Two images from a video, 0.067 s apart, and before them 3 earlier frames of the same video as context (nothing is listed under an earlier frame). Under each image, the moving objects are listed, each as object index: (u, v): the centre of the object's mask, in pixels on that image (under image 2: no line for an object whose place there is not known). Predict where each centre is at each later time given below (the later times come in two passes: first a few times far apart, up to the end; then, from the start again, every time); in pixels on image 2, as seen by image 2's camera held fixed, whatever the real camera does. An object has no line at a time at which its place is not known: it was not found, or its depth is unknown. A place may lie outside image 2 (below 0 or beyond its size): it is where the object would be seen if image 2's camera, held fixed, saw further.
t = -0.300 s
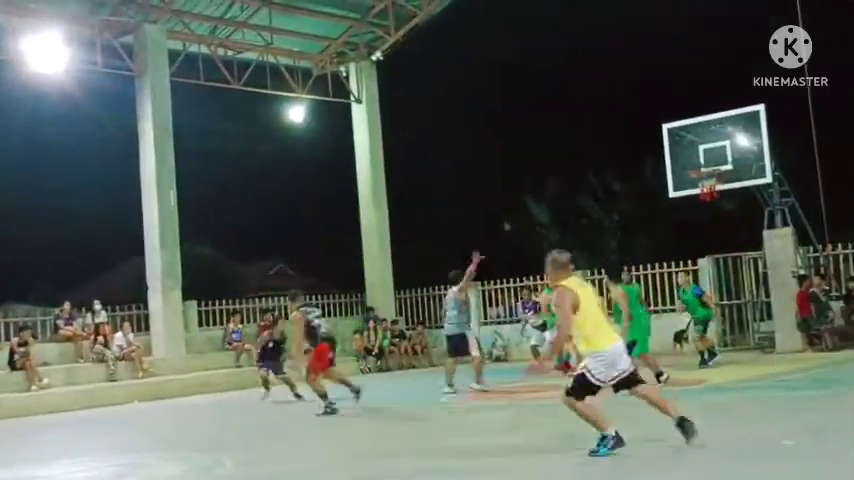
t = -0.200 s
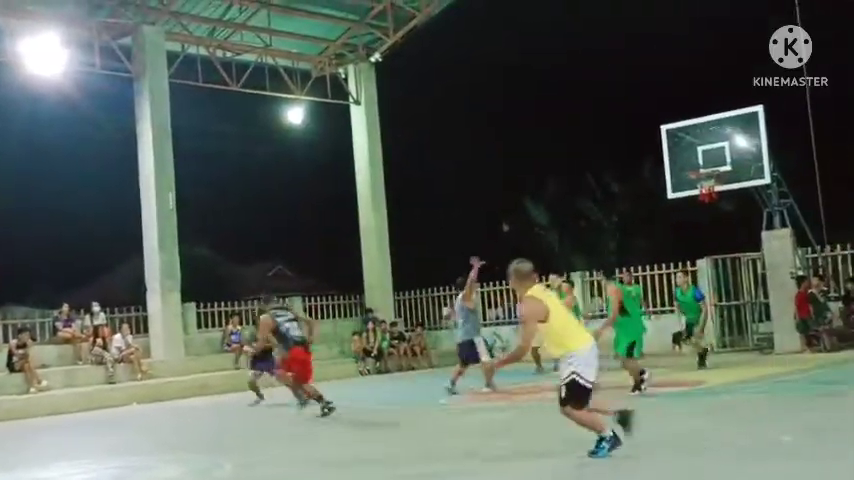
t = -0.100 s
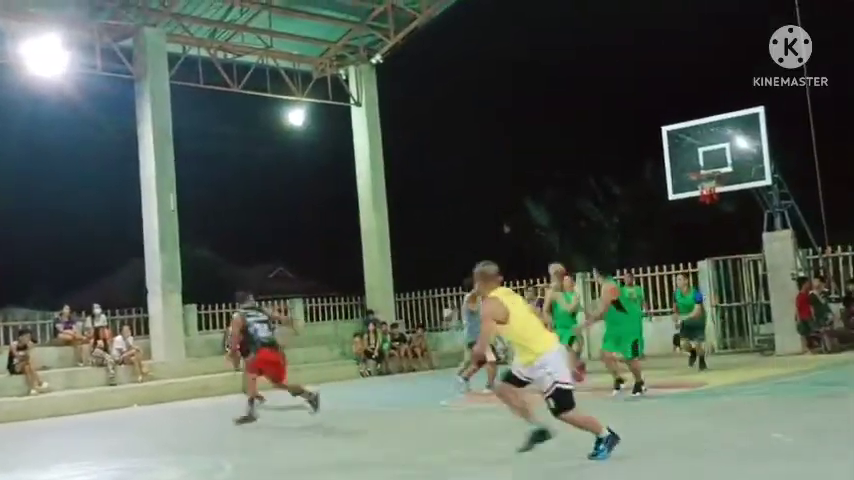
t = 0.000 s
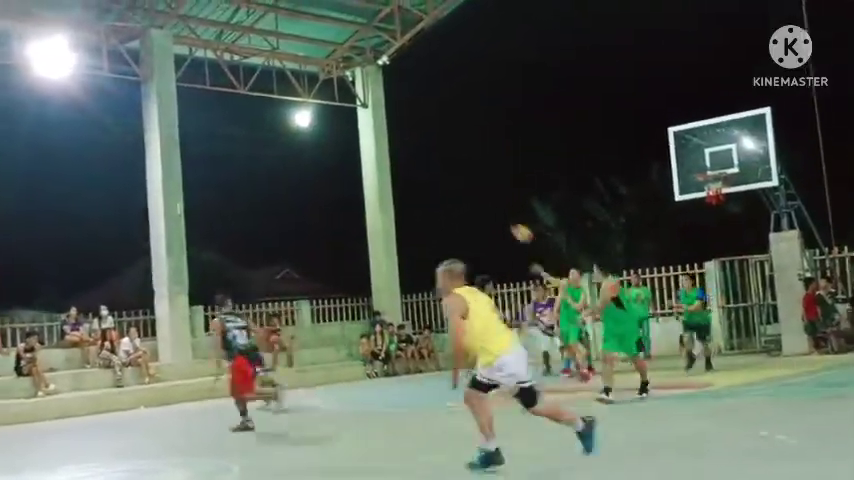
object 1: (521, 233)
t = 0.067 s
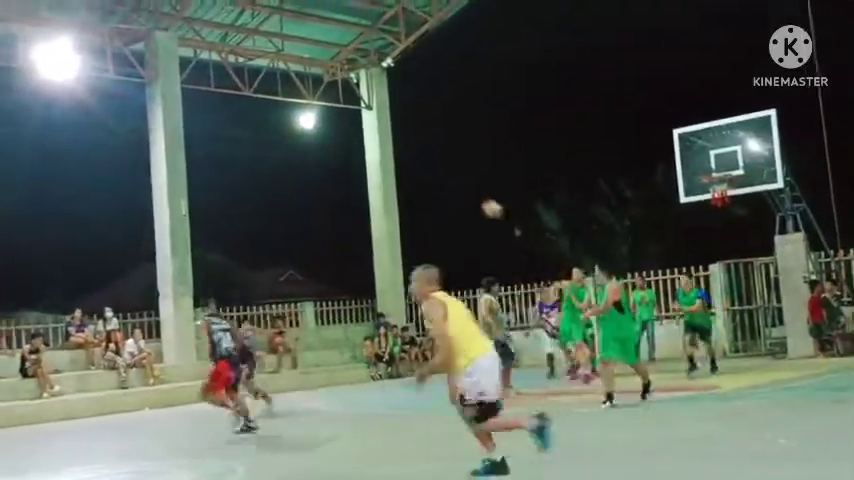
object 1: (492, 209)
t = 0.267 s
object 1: (377, 135)
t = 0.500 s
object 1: (217, 59)
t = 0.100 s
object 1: (474, 196)
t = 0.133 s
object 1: (455, 183)
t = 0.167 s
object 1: (437, 171)
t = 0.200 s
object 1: (418, 158)
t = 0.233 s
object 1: (401, 147)
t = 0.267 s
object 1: (377, 135)
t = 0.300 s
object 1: (356, 124)
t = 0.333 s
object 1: (335, 113)
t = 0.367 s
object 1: (313, 101)
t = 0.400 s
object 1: (291, 91)
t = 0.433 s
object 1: (267, 81)
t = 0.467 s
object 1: (243, 69)
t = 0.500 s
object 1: (217, 59)
